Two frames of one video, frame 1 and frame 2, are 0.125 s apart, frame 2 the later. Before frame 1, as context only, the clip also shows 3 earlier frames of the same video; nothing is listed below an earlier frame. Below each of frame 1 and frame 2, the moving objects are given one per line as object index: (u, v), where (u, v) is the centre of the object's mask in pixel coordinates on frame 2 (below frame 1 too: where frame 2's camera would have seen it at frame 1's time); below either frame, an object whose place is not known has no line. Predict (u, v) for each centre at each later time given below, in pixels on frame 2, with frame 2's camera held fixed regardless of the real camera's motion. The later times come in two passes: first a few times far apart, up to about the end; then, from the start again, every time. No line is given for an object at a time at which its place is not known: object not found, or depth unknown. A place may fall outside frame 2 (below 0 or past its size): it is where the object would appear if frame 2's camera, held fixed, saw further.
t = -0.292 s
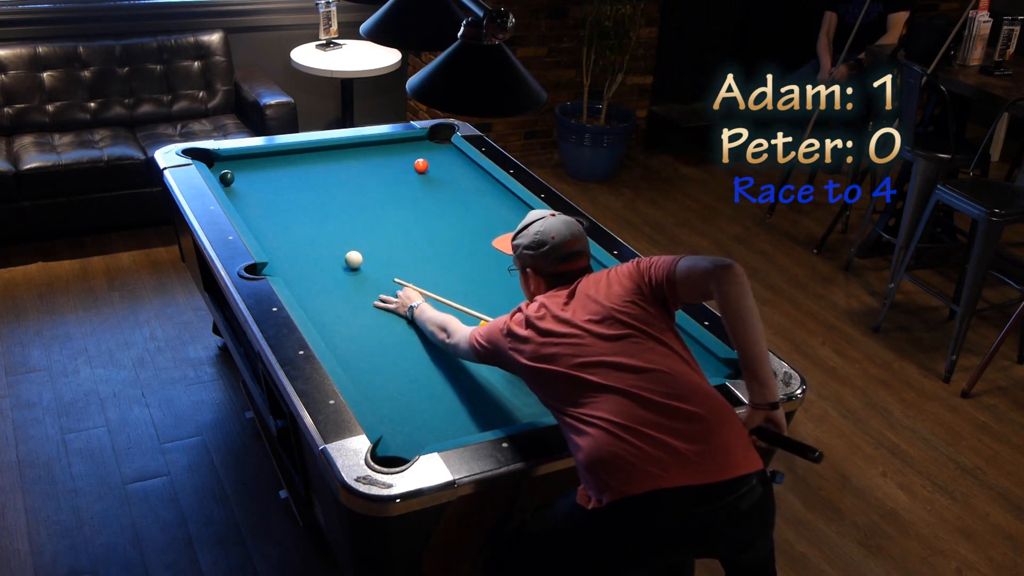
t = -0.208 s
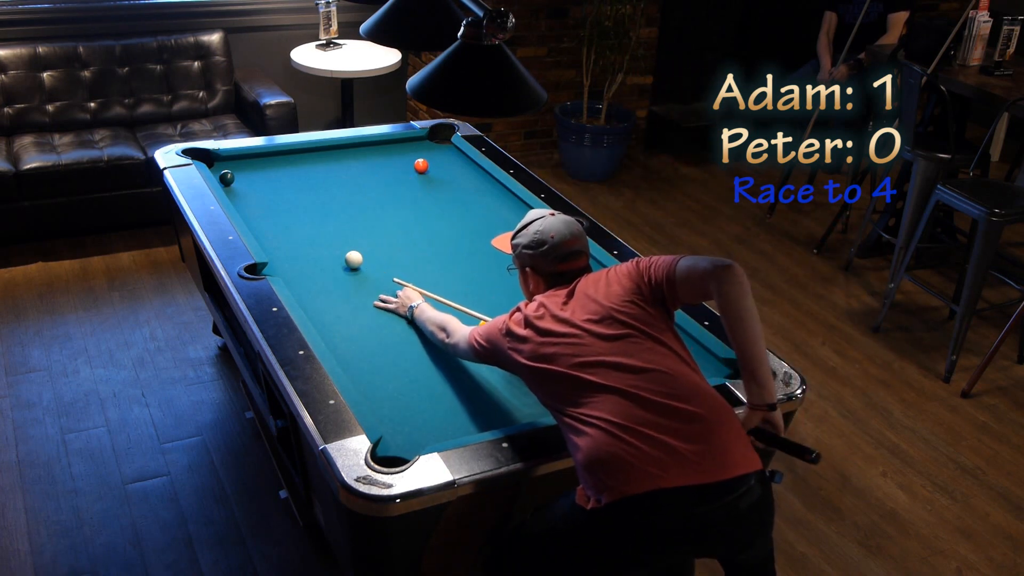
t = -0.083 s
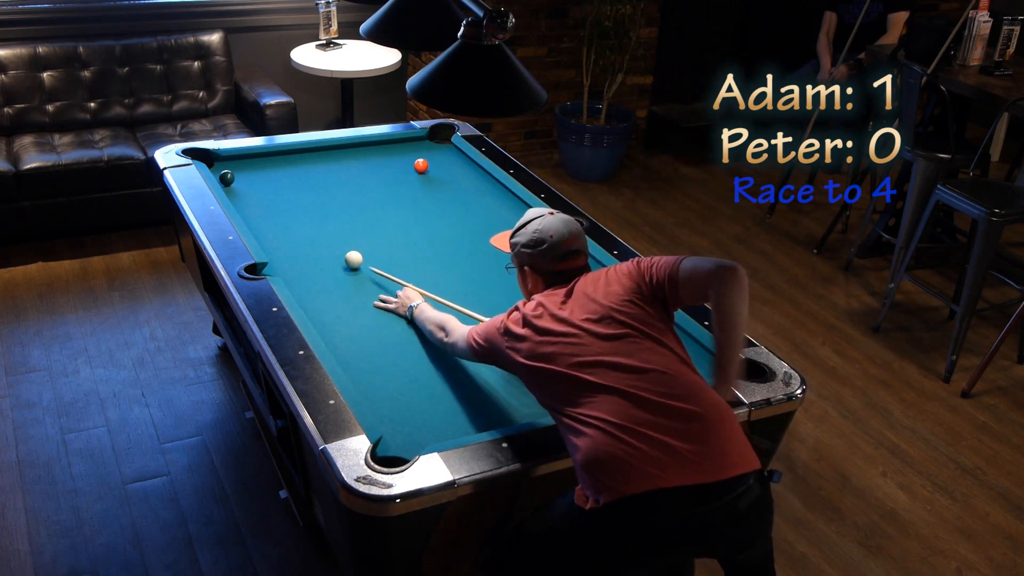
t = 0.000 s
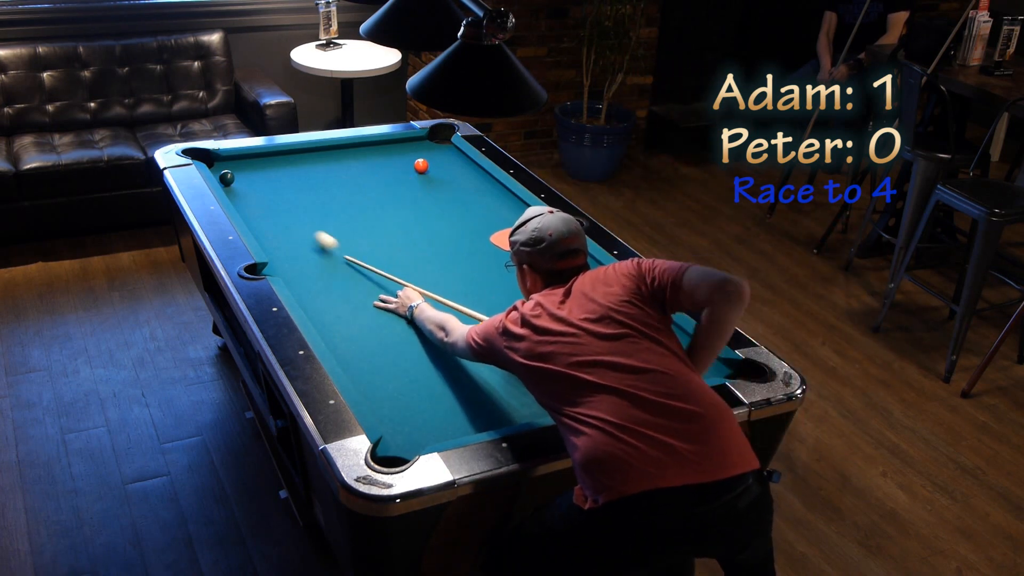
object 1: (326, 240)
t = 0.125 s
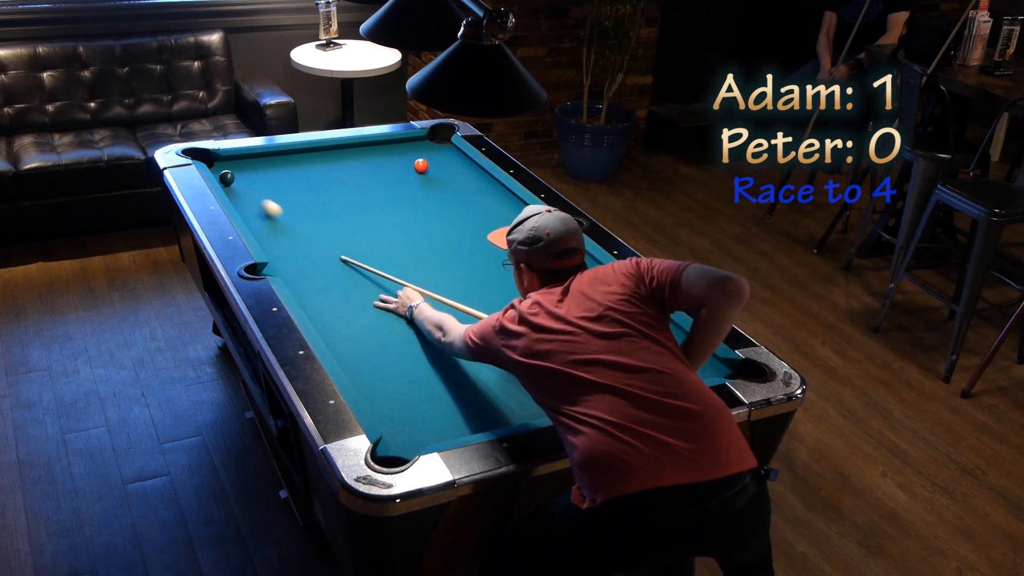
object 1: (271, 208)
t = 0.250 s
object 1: (229, 183)
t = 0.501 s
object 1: (240, 173)
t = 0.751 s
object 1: (254, 162)
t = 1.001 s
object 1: (269, 156)
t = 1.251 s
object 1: (289, 158)
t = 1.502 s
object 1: (308, 160)
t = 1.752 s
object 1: (325, 163)
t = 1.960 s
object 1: (339, 164)
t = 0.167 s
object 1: (256, 199)
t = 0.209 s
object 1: (242, 190)
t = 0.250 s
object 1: (229, 183)
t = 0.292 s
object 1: (227, 182)
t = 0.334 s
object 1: (230, 180)
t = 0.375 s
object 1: (232, 178)
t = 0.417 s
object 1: (234, 176)
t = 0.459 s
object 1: (237, 174)
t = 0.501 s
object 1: (240, 173)
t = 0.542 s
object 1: (242, 171)
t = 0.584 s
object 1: (245, 169)
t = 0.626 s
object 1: (247, 167)
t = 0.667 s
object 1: (249, 165)
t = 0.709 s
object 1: (252, 164)
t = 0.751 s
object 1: (254, 162)
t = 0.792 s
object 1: (256, 160)
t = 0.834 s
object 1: (258, 159)
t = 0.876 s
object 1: (260, 158)
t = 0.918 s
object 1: (262, 156)
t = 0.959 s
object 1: (265, 155)
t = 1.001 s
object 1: (269, 156)
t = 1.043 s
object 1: (272, 156)
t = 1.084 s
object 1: (276, 157)
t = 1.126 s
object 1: (279, 157)
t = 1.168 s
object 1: (282, 157)
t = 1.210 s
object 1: (286, 158)
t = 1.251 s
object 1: (289, 158)
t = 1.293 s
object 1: (292, 158)
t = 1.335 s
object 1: (295, 159)
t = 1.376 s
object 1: (298, 159)
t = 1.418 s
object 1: (302, 160)
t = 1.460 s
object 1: (305, 160)
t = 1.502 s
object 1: (308, 160)
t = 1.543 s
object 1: (311, 161)
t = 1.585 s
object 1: (314, 161)
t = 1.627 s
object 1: (317, 162)
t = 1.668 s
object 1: (320, 162)
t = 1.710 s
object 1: (322, 162)
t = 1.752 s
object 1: (325, 163)
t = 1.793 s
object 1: (328, 163)
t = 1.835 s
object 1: (331, 163)
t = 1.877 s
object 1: (334, 164)
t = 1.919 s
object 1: (336, 164)
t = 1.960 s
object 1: (339, 164)
